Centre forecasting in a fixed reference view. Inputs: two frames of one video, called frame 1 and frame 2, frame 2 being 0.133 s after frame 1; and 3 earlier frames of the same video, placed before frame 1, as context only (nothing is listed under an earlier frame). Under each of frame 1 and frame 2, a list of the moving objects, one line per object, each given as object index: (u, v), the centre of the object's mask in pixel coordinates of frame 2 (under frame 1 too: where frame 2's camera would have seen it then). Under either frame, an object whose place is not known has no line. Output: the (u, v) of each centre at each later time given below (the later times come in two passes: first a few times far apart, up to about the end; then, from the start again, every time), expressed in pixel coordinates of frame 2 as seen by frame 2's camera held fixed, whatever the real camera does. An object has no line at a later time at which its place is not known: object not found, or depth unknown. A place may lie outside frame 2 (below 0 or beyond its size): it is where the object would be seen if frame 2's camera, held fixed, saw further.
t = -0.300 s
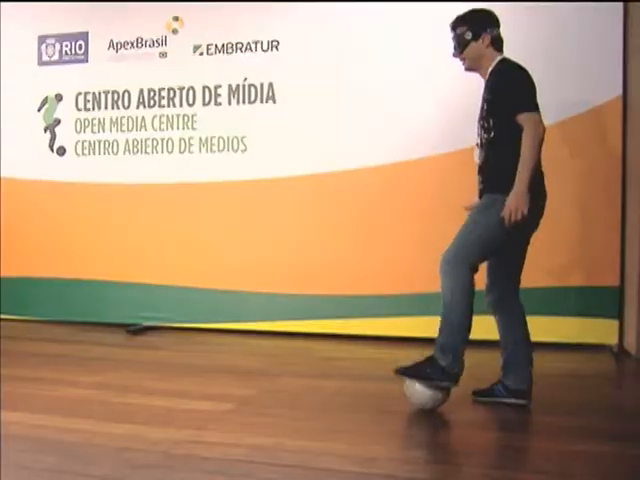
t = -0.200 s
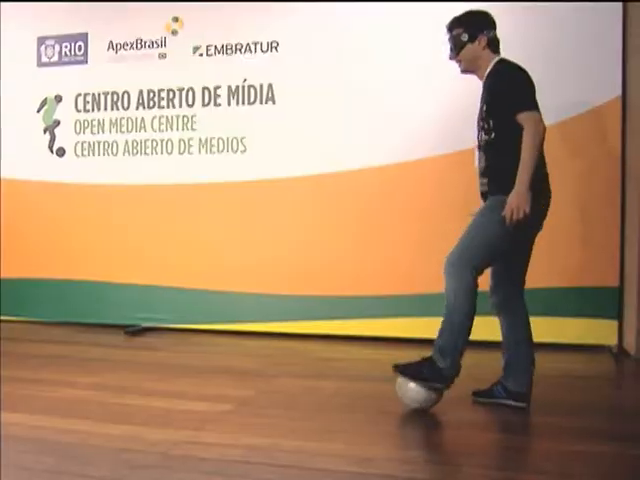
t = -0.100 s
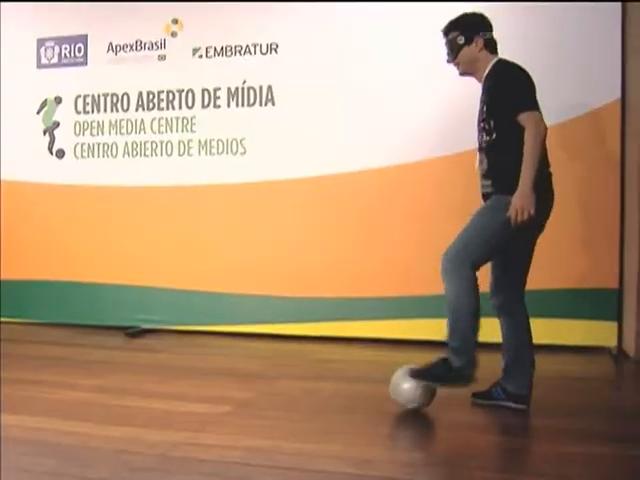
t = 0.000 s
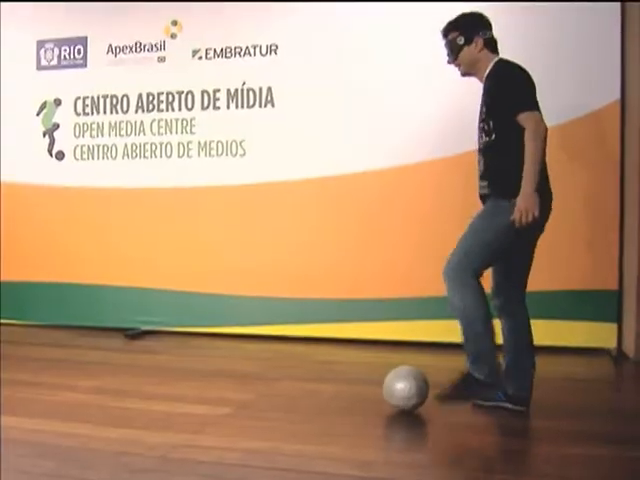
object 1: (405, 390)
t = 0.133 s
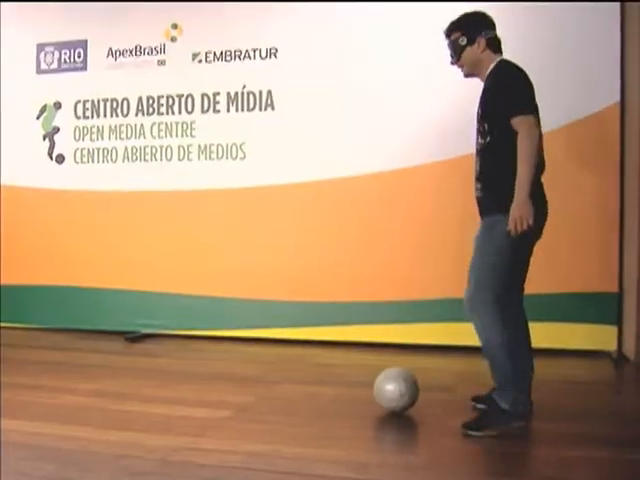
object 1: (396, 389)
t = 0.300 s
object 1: (384, 388)
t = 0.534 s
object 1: (369, 387)
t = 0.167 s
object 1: (393, 389)
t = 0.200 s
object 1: (391, 389)
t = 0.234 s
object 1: (389, 389)
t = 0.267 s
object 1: (386, 389)
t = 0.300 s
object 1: (384, 388)
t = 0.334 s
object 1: (382, 388)
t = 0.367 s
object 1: (380, 387)
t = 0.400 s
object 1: (378, 387)
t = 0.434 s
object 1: (376, 387)
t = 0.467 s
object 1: (373, 387)
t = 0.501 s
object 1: (371, 387)
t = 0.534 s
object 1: (369, 387)
